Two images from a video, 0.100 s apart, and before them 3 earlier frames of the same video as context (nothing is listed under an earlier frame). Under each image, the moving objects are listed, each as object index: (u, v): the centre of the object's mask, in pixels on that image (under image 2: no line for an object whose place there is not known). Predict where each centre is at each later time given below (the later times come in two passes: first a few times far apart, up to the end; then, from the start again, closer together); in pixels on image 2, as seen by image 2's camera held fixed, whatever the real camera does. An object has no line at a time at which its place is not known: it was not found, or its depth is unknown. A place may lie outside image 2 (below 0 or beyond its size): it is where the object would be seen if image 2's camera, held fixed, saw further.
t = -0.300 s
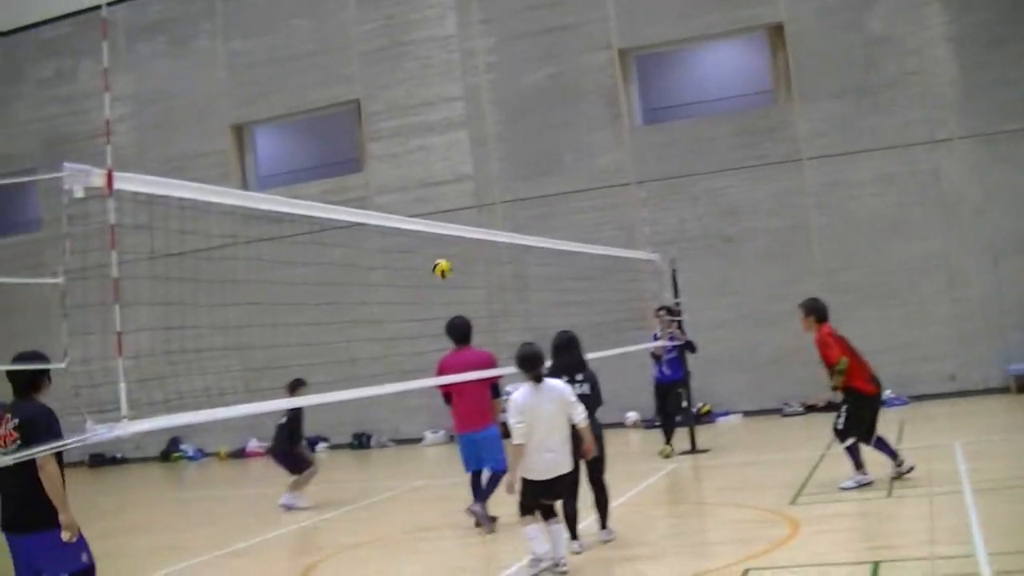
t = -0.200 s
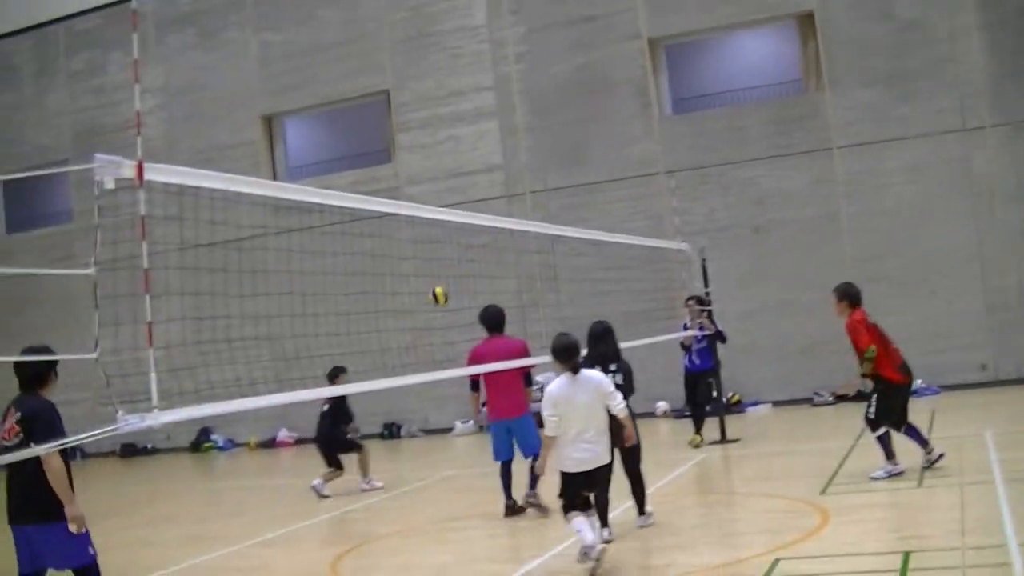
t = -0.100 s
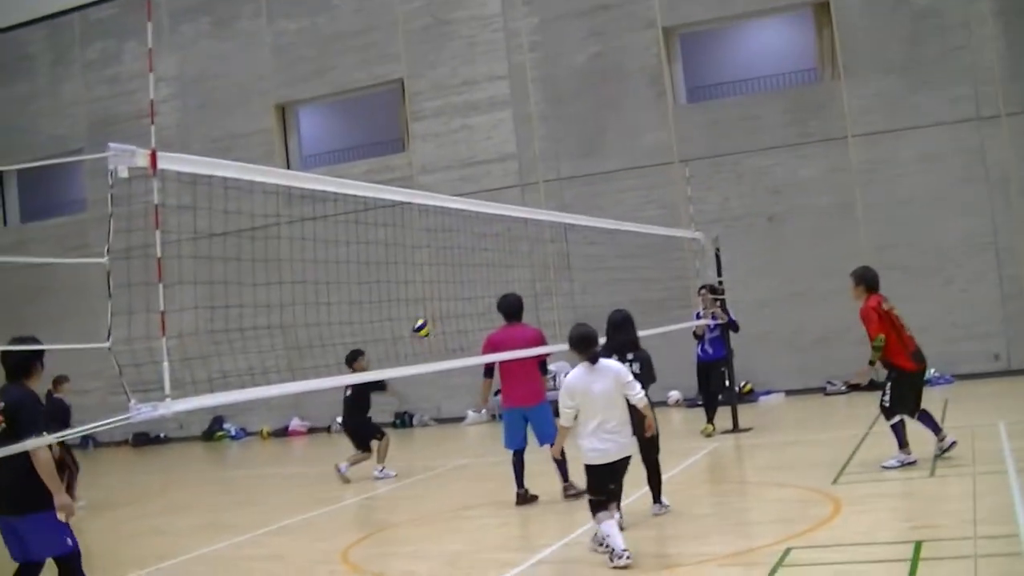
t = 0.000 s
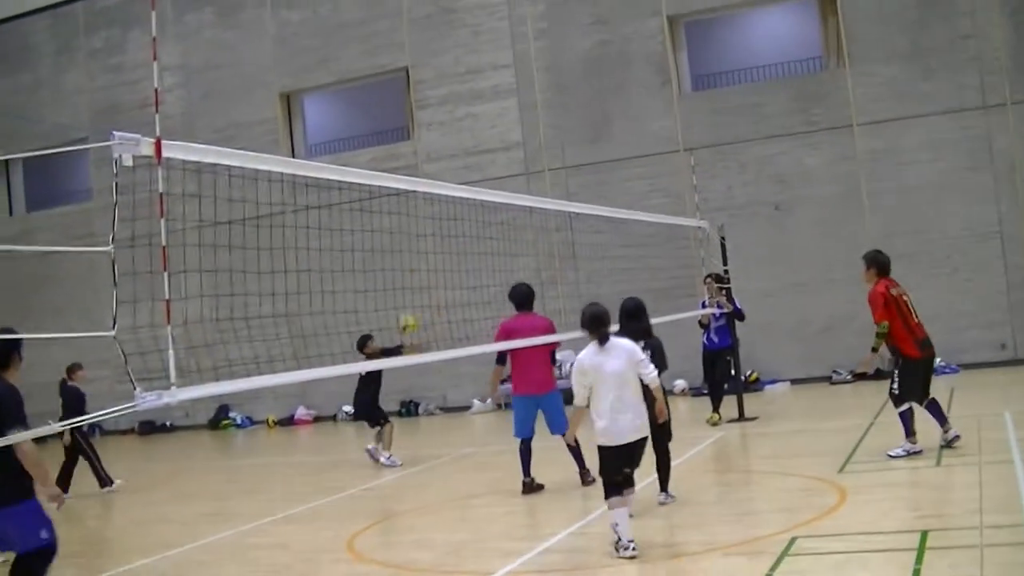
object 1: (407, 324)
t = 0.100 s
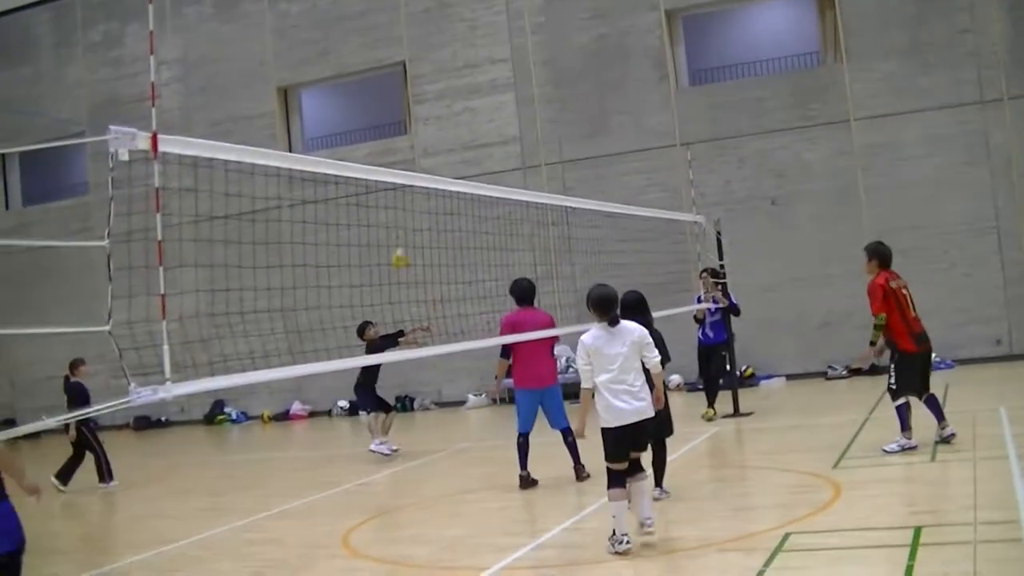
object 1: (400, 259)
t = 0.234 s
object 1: (399, 195)
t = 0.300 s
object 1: (400, 163)
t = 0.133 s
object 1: (400, 241)
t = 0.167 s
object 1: (399, 223)
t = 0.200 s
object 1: (398, 206)
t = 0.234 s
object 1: (399, 195)
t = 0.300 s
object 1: (400, 163)
